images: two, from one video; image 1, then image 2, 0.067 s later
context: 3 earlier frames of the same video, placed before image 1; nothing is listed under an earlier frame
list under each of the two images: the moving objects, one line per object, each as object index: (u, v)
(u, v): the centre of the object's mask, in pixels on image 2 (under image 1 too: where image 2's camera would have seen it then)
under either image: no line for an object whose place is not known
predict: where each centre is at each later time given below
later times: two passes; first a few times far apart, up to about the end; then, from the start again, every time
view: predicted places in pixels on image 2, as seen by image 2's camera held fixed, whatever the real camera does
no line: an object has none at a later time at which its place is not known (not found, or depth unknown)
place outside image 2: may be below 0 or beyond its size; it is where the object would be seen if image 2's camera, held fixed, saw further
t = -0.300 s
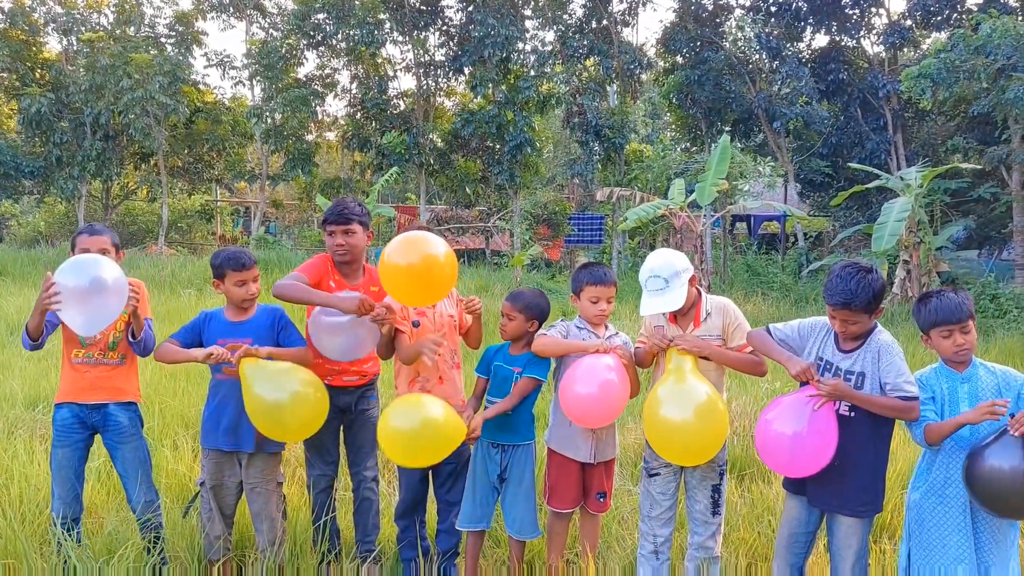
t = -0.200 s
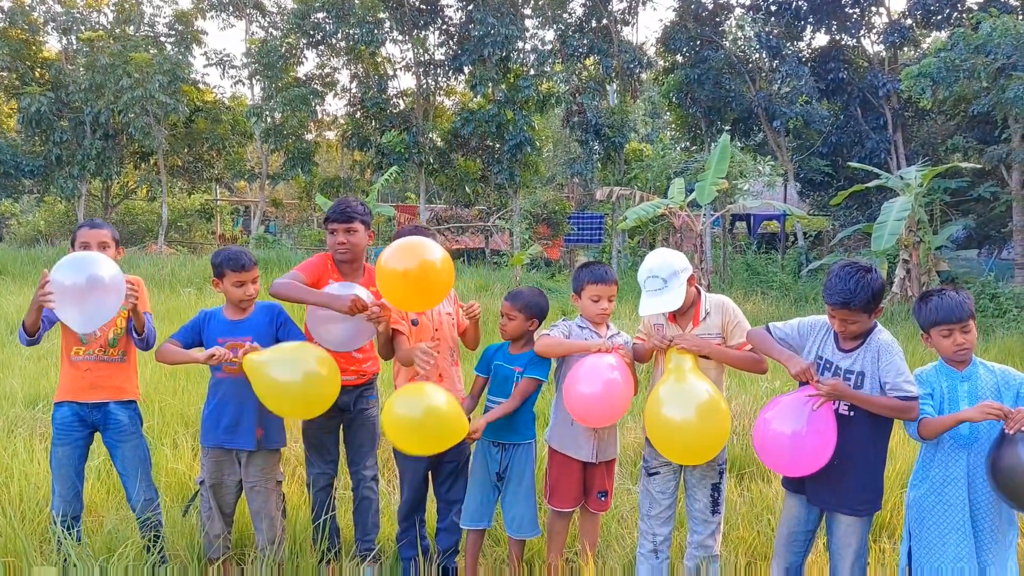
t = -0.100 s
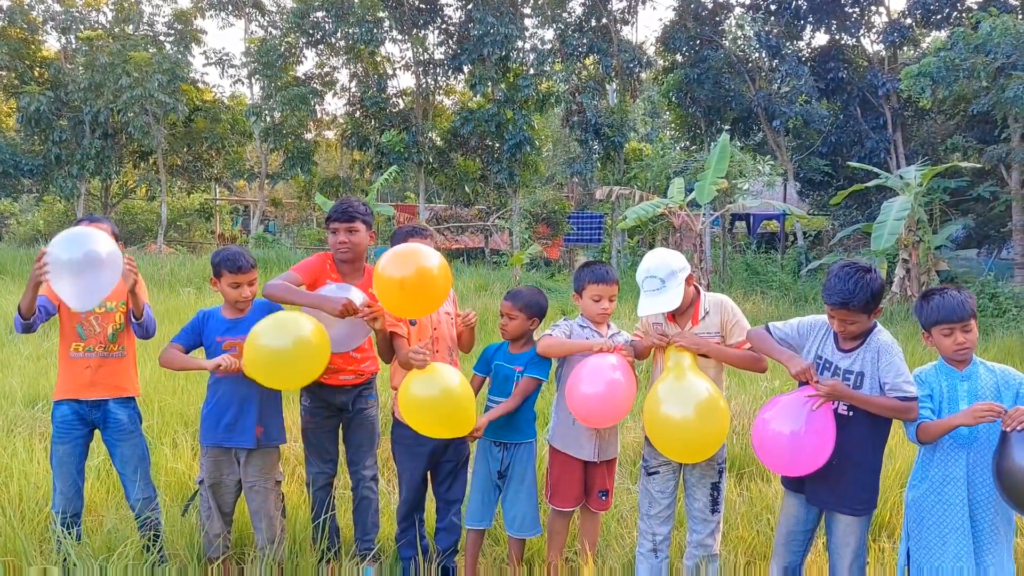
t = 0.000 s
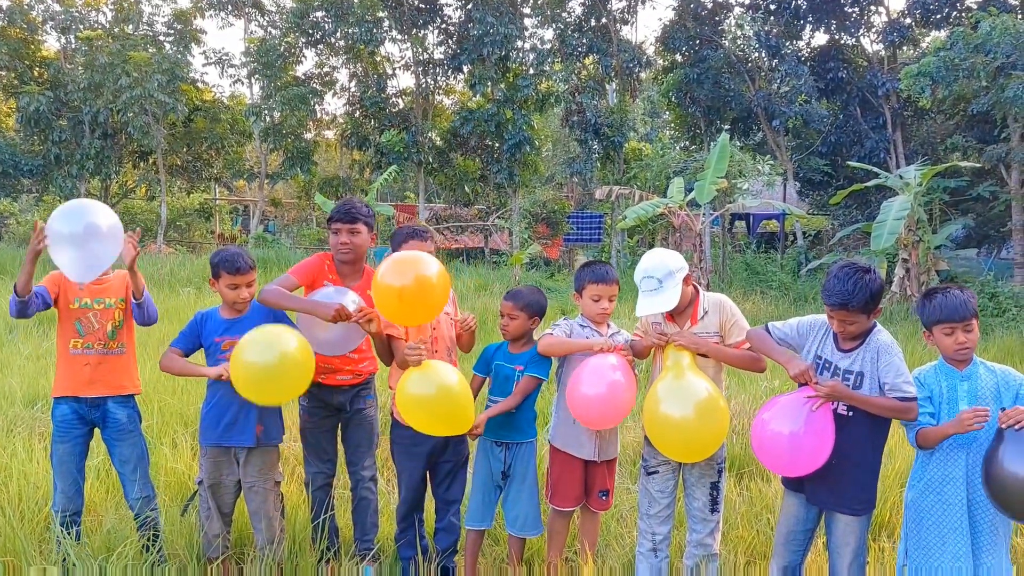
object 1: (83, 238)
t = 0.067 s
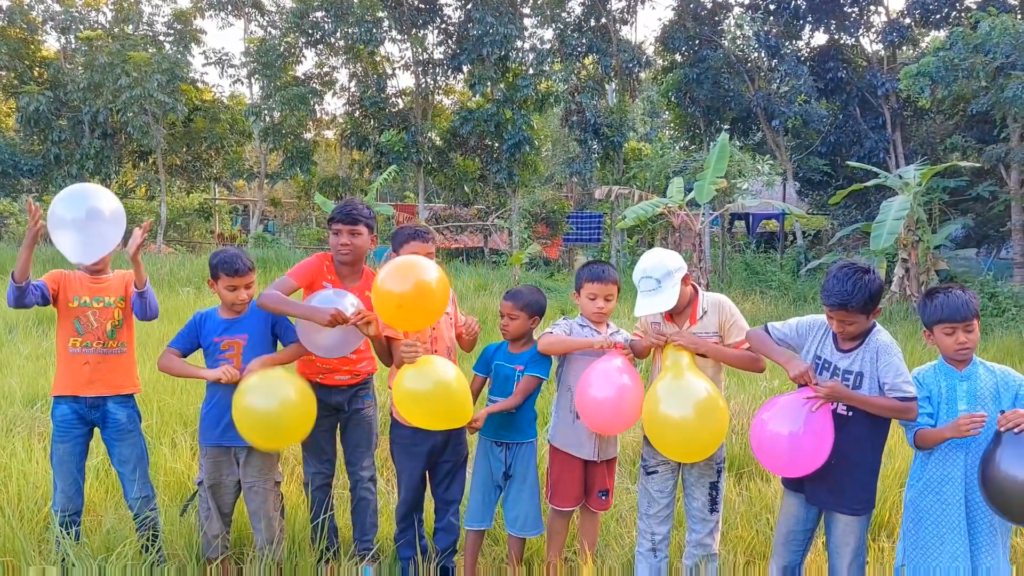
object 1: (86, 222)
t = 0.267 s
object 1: (91, 189)
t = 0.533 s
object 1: (95, 172)
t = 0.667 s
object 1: (98, 174)
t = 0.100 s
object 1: (87, 216)
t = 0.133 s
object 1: (88, 209)
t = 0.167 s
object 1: (89, 204)
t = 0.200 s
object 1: (89, 198)
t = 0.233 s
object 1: (91, 193)
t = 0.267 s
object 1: (91, 189)
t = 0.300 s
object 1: (91, 185)
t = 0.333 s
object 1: (92, 182)
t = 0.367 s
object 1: (91, 179)
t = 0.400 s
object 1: (91, 176)
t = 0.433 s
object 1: (92, 174)
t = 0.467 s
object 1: (93, 173)
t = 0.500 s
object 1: (94, 172)
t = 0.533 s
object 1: (95, 172)
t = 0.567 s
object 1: (96, 172)
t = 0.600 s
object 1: (97, 172)
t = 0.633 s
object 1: (98, 173)
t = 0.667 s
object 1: (98, 174)
